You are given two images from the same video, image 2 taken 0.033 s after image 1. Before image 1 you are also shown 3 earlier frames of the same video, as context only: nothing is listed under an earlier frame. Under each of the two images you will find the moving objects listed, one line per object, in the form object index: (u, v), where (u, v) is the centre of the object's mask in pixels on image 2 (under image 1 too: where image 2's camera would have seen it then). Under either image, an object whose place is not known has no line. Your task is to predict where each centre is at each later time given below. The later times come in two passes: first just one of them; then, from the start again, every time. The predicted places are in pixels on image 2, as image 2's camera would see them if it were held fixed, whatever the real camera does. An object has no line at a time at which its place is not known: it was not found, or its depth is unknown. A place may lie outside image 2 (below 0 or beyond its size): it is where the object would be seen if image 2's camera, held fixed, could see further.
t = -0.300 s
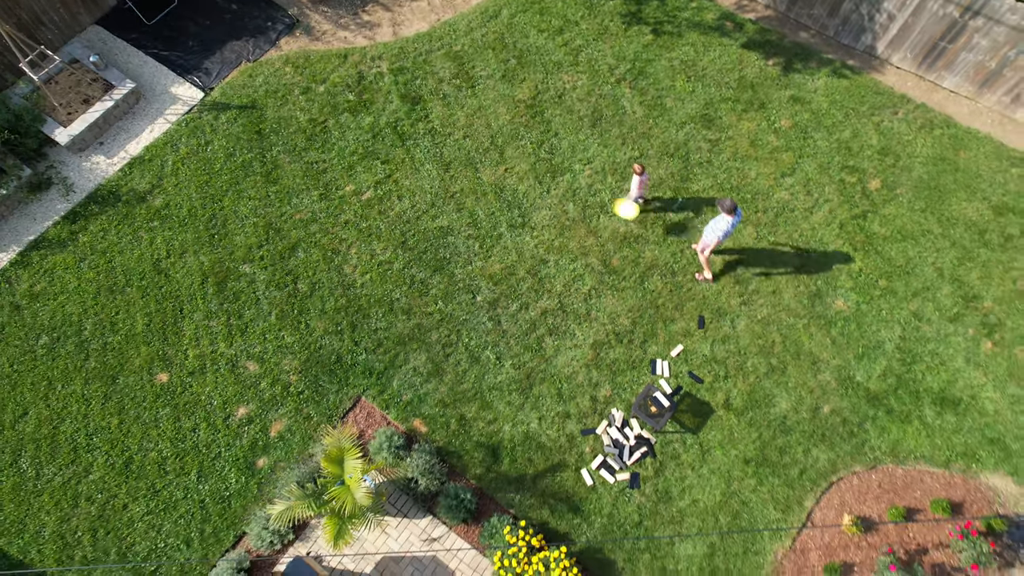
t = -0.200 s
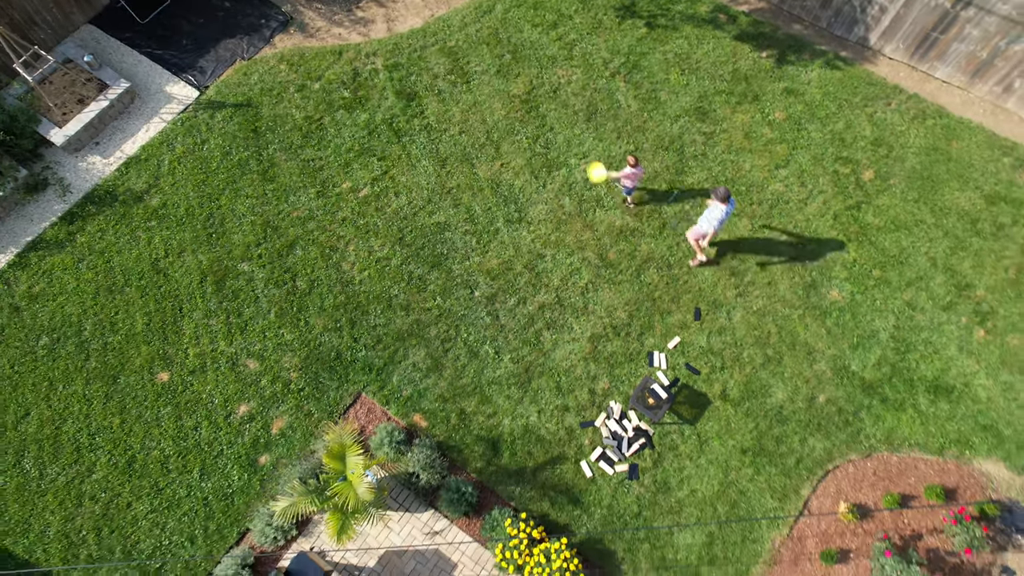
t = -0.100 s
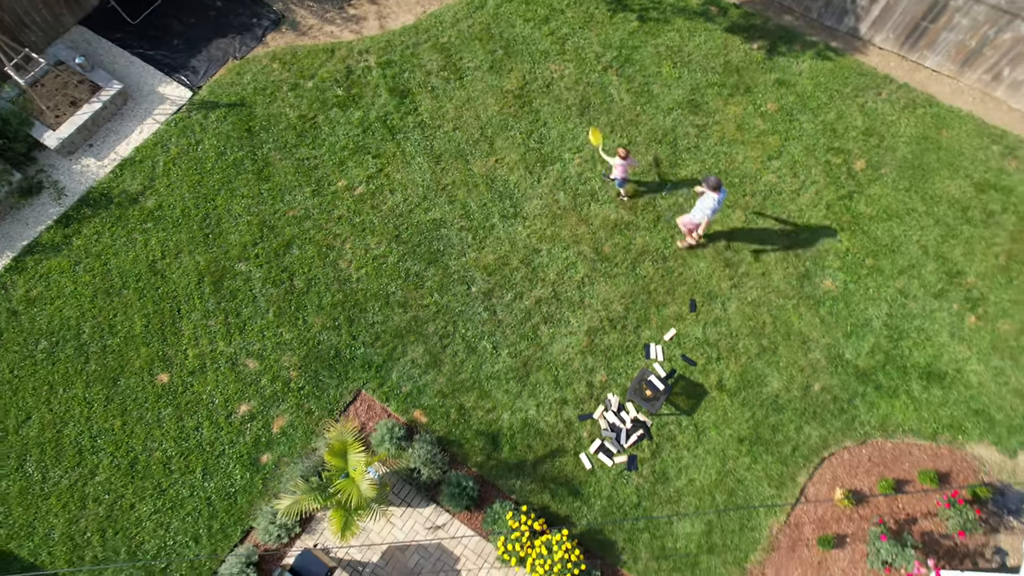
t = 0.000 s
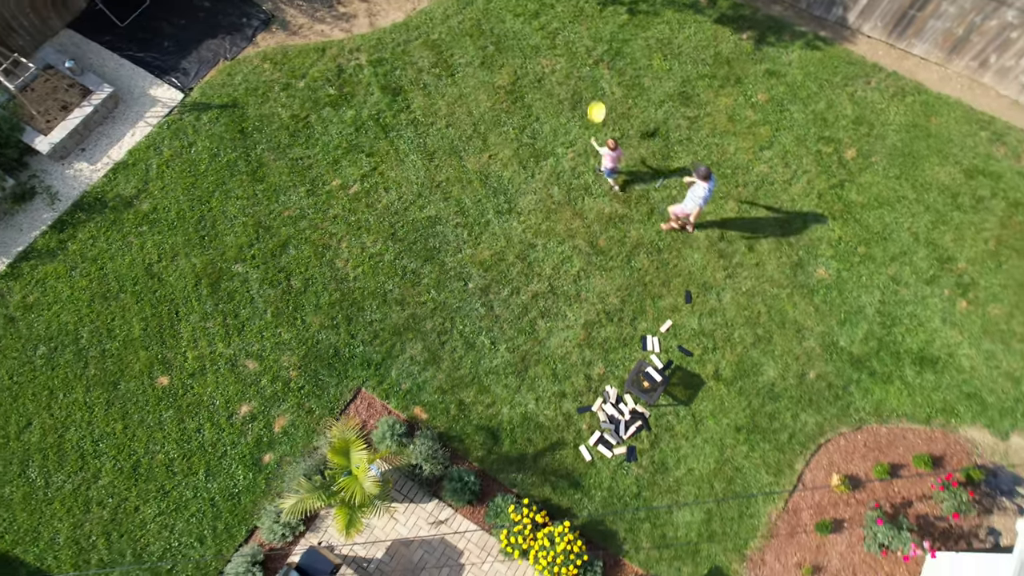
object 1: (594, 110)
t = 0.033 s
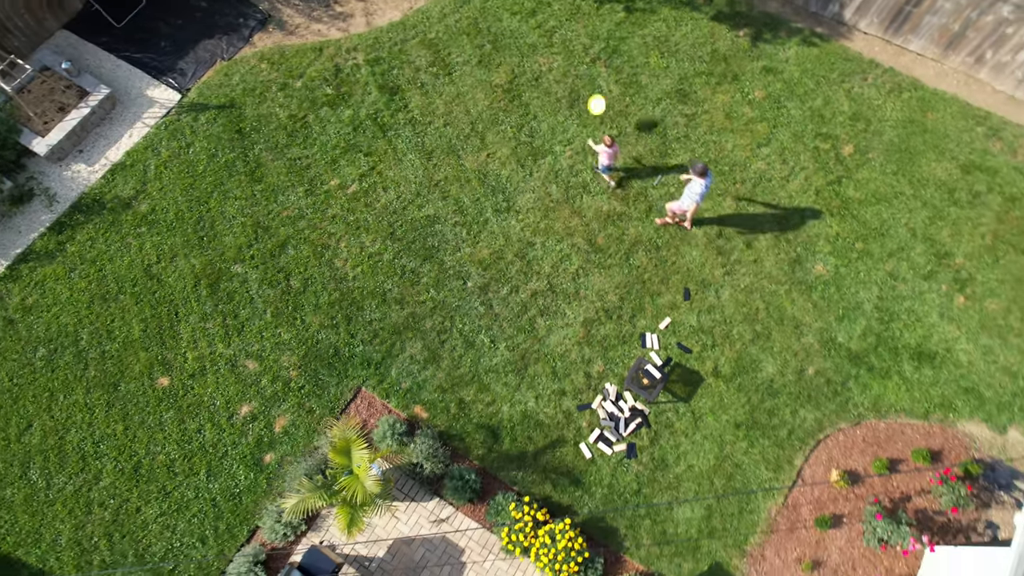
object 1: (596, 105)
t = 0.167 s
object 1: (605, 88)
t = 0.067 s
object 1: (599, 99)
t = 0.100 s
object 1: (601, 95)
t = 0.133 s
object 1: (603, 91)
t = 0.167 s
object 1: (605, 88)
